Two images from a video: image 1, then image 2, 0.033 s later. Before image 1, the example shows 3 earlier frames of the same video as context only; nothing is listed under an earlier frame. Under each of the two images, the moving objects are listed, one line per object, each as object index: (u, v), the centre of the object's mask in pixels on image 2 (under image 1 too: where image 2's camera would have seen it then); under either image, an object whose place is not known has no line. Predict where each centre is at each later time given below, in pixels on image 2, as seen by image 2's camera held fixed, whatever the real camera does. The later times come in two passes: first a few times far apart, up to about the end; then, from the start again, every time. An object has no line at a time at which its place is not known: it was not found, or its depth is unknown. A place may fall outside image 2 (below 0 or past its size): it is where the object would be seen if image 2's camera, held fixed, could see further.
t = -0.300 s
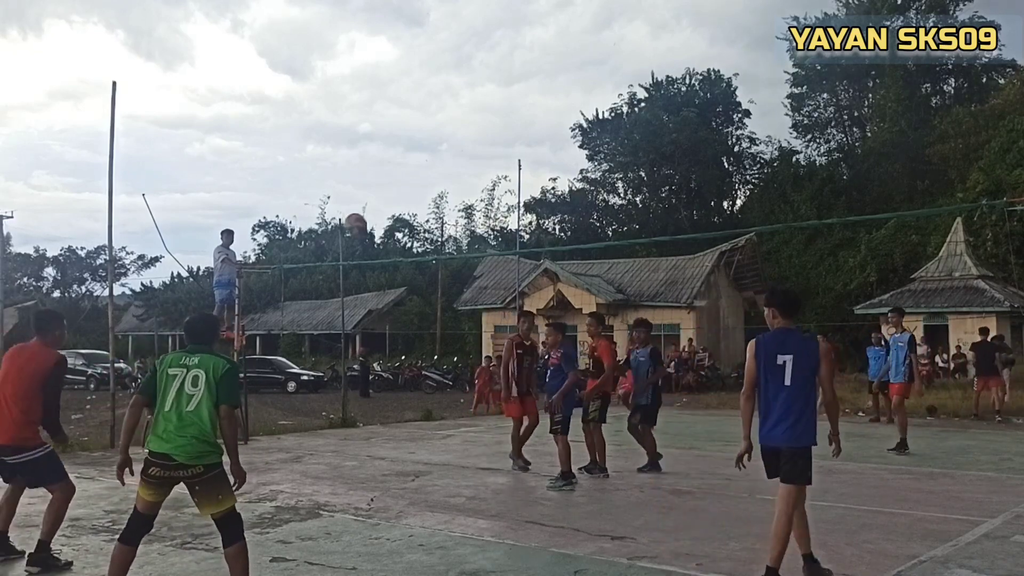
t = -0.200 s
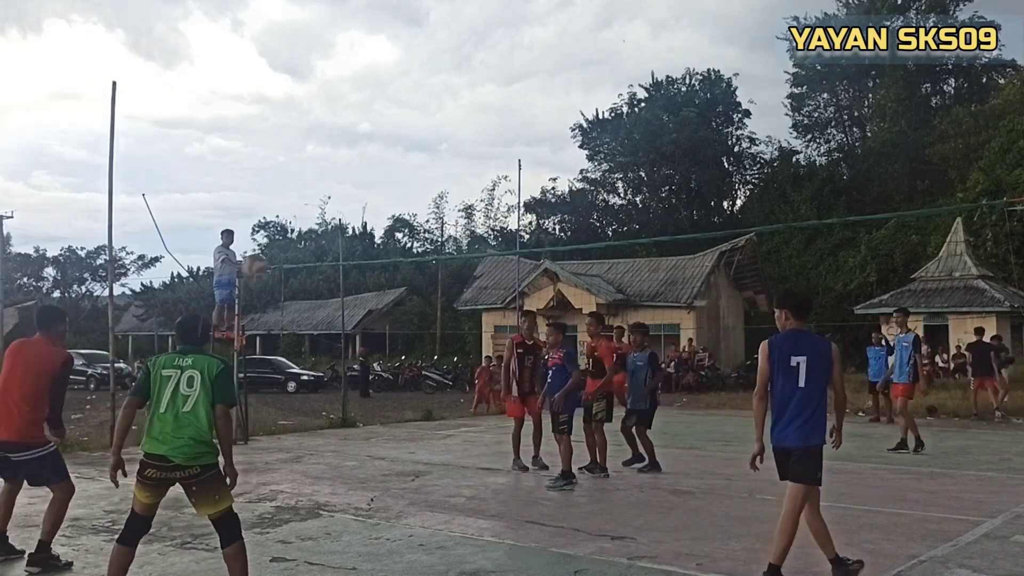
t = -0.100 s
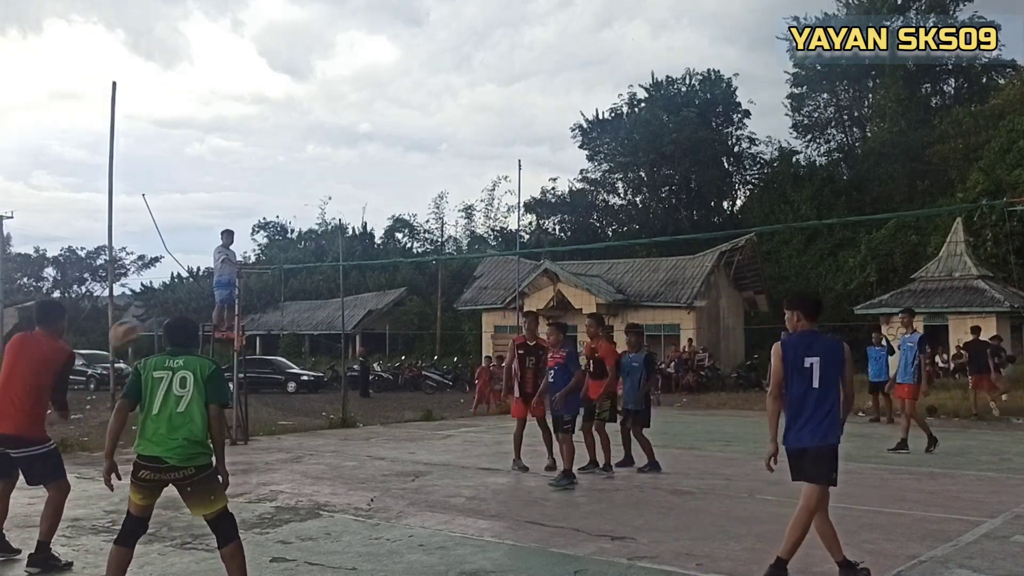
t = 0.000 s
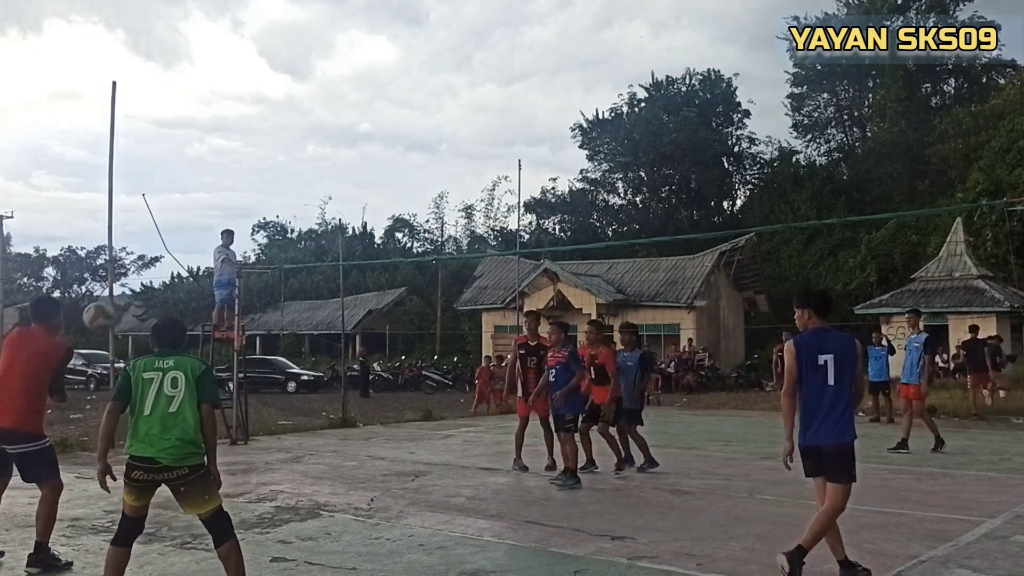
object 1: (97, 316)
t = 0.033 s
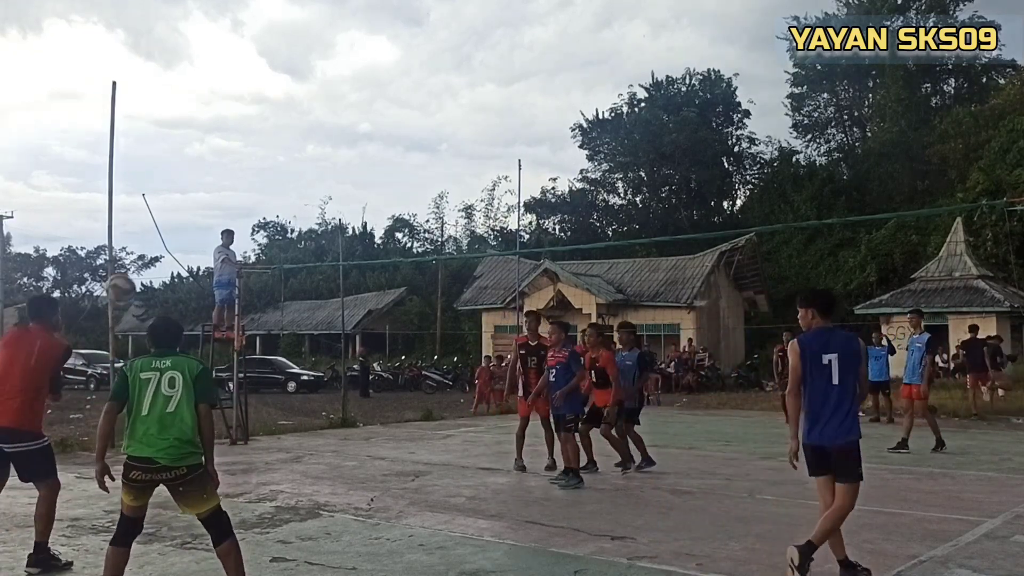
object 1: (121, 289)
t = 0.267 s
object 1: (251, 149)
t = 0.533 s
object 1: (371, 92)
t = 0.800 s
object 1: (469, 119)
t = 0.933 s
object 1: (513, 158)
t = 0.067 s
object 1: (141, 263)
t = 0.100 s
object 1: (161, 239)
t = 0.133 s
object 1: (179, 217)
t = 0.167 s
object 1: (198, 198)
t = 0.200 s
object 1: (216, 180)
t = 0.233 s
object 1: (234, 164)
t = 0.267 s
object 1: (251, 149)
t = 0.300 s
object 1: (267, 137)
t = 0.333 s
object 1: (283, 126)
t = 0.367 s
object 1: (299, 117)
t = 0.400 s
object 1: (314, 109)
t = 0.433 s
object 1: (329, 103)
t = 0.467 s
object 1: (343, 98)
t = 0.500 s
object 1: (357, 94)
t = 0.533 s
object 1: (371, 92)
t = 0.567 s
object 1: (384, 91)
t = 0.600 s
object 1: (397, 92)
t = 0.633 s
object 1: (410, 93)
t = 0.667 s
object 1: (422, 96)
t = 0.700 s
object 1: (435, 100)
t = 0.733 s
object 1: (447, 106)
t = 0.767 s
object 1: (458, 112)
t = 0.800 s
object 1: (469, 119)
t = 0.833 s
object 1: (481, 127)
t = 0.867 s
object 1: (492, 137)
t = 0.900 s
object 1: (502, 147)
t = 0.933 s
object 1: (513, 158)
